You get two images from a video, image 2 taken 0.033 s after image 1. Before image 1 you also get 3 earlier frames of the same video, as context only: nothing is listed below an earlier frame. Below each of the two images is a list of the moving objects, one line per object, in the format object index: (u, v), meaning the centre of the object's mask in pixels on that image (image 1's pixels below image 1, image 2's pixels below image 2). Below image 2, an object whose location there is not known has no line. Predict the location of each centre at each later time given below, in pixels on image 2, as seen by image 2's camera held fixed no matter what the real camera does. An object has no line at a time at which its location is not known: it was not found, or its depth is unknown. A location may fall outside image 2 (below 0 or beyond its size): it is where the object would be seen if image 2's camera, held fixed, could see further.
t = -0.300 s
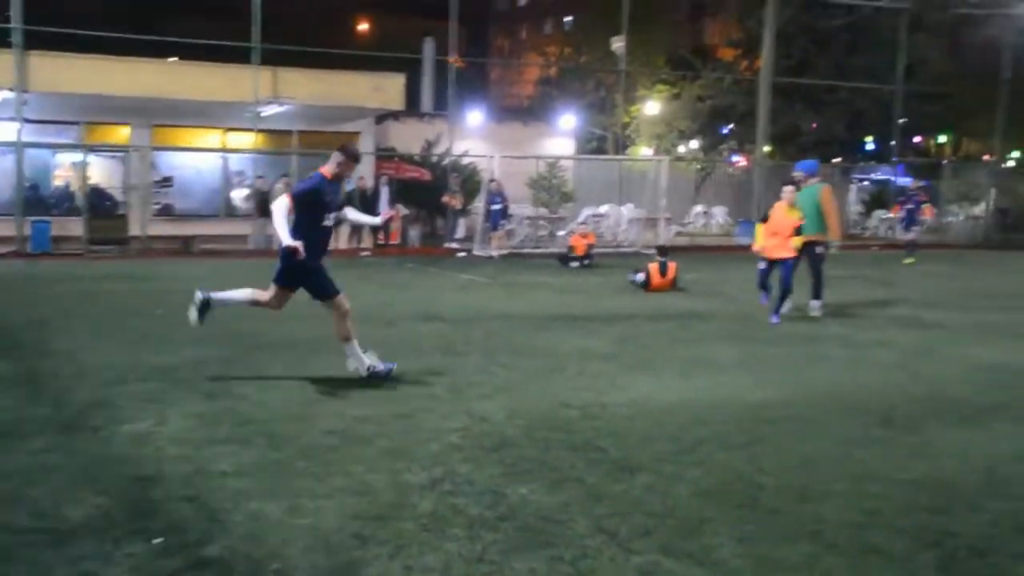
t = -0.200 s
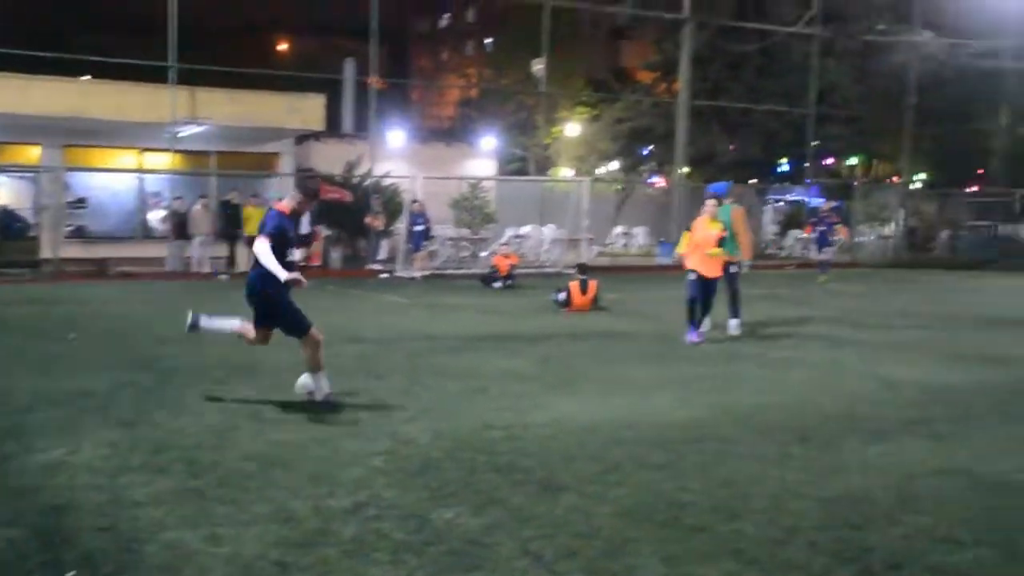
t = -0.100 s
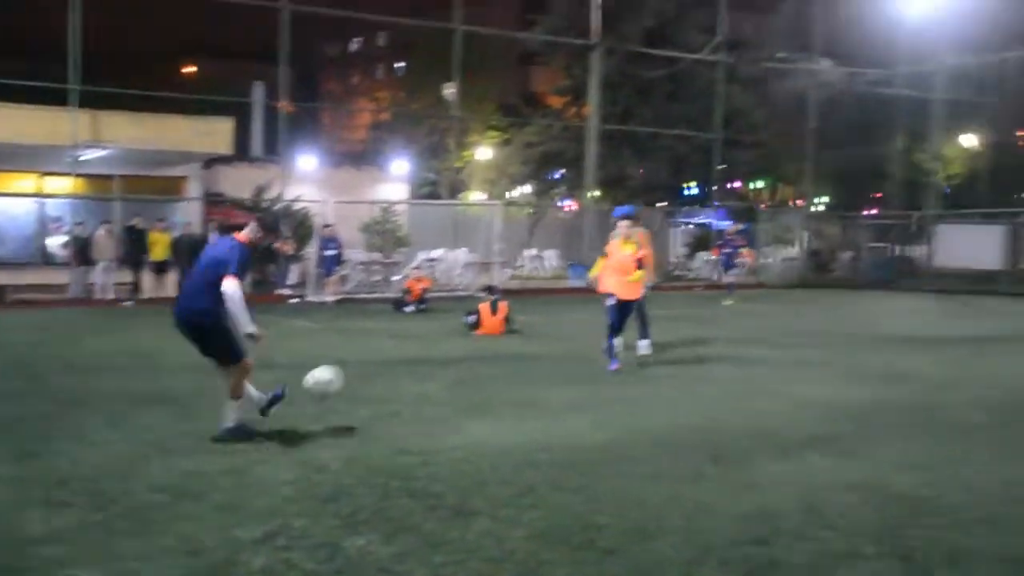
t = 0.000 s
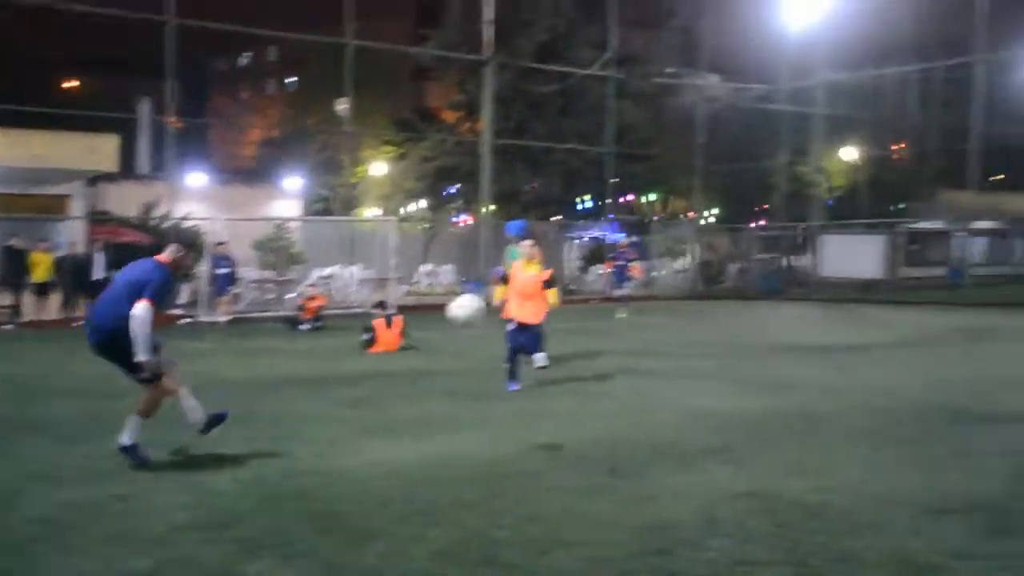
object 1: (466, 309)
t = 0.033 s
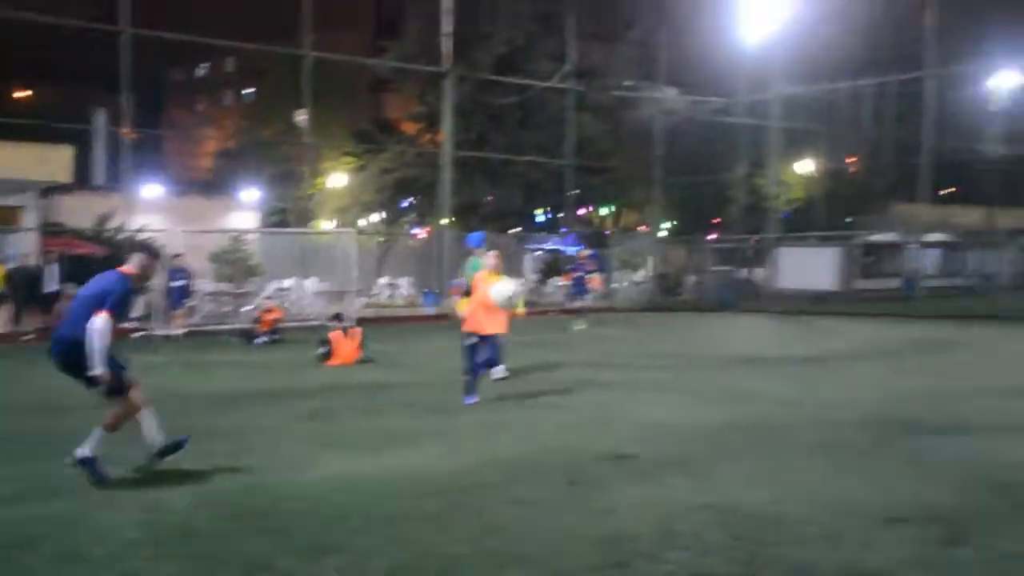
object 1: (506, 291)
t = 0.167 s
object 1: (834, 187)
